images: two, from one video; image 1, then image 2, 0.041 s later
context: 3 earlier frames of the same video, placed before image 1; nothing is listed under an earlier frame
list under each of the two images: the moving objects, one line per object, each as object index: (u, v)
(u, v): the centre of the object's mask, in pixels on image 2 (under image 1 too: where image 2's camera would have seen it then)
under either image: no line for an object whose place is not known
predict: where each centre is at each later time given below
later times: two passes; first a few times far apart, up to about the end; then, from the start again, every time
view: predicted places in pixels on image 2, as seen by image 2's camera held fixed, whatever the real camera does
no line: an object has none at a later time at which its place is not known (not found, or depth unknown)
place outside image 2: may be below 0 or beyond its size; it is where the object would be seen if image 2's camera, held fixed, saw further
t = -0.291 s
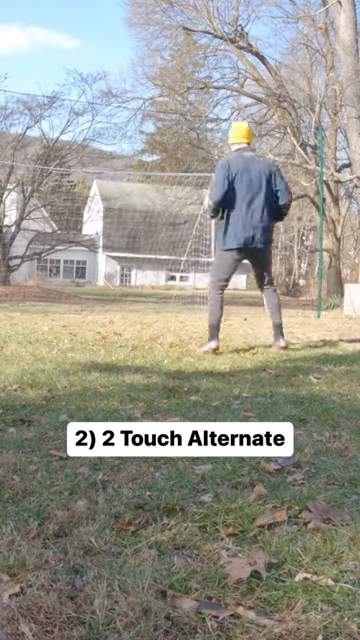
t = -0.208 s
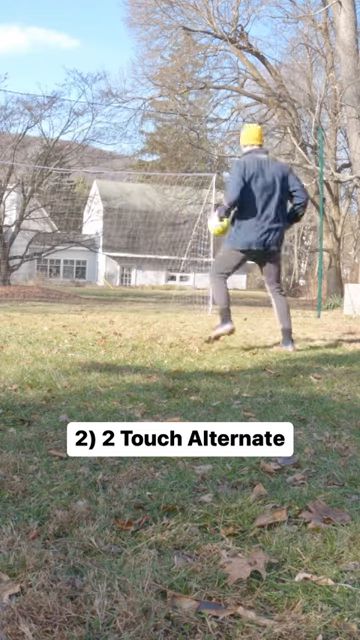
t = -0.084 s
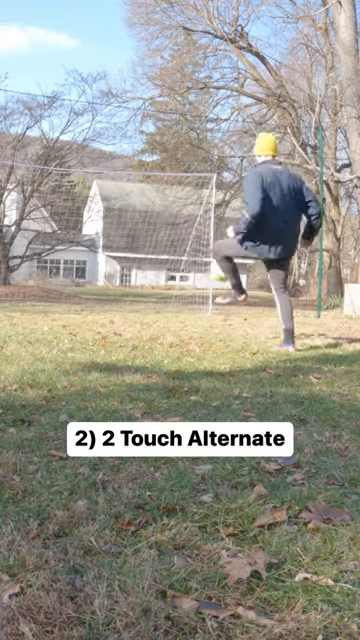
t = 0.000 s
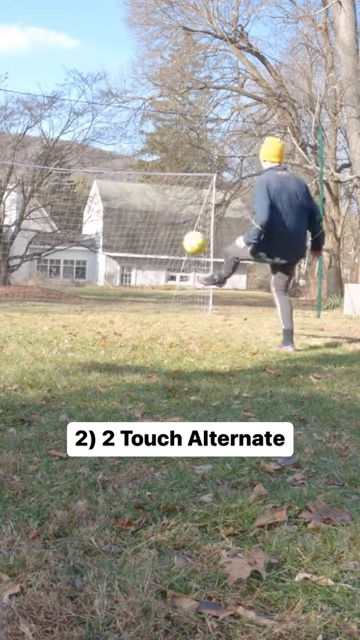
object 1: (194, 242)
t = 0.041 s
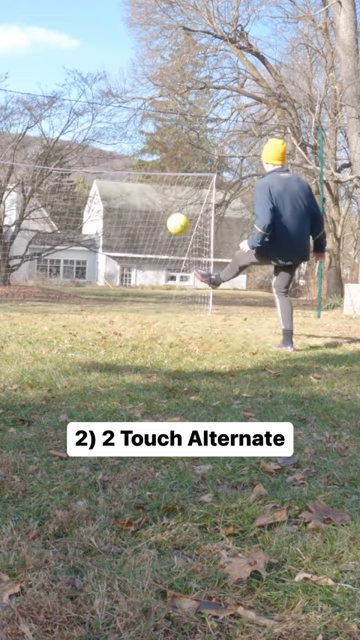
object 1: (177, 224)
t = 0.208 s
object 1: (125, 177)
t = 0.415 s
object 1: (84, 158)
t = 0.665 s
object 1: (88, 152)
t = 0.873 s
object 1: (100, 165)
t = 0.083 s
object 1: (162, 208)
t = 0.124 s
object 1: (148, 196)
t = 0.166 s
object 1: (136, 185)
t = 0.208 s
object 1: (125, 177)
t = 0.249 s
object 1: (114, 171)
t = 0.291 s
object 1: (104, 167)
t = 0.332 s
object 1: (95, 165)
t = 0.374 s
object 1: (88, 162)
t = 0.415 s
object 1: (84, 158)
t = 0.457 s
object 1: (83, 155)
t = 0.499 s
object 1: (81, 153)
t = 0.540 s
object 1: (82, 152)
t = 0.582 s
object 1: (84, 152)
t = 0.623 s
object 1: (86, 152)
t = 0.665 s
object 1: (88, 152)
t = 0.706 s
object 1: (89, 152)
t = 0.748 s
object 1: (92, 153)
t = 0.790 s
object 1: (95, 157)
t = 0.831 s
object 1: (97, 160)
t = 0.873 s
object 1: (100, 165)
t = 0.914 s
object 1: (103, 172)
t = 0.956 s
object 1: (105, 181)
